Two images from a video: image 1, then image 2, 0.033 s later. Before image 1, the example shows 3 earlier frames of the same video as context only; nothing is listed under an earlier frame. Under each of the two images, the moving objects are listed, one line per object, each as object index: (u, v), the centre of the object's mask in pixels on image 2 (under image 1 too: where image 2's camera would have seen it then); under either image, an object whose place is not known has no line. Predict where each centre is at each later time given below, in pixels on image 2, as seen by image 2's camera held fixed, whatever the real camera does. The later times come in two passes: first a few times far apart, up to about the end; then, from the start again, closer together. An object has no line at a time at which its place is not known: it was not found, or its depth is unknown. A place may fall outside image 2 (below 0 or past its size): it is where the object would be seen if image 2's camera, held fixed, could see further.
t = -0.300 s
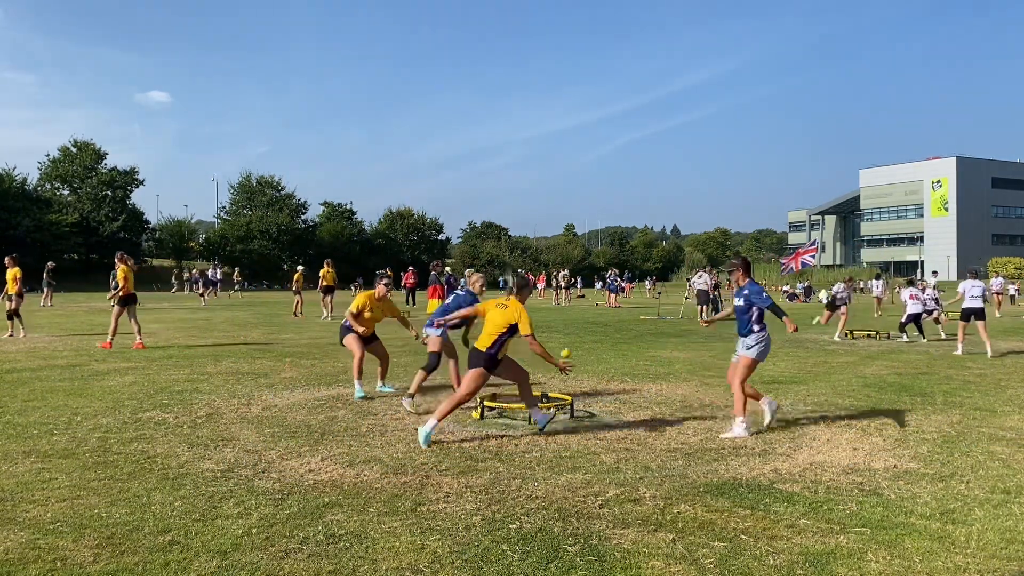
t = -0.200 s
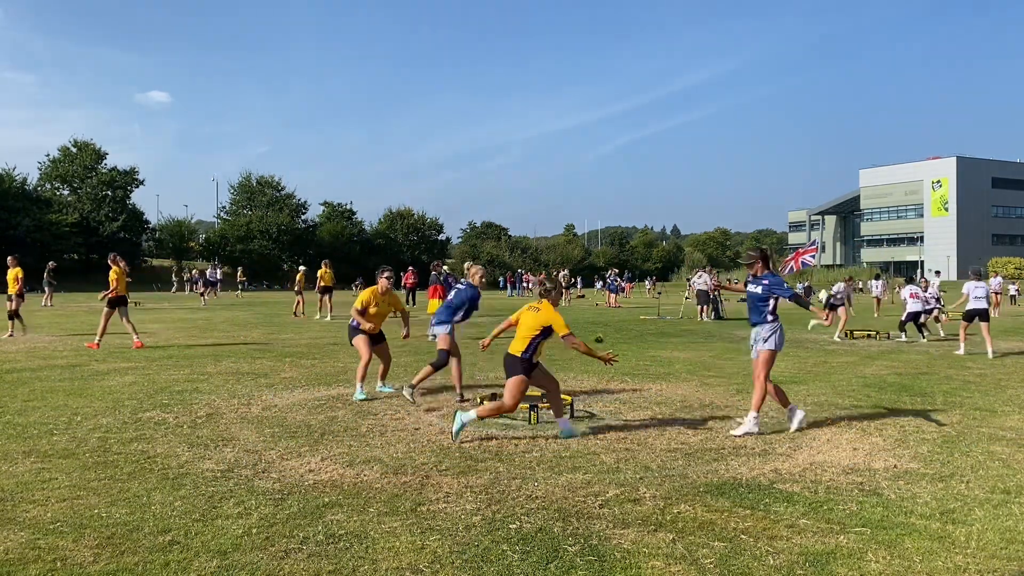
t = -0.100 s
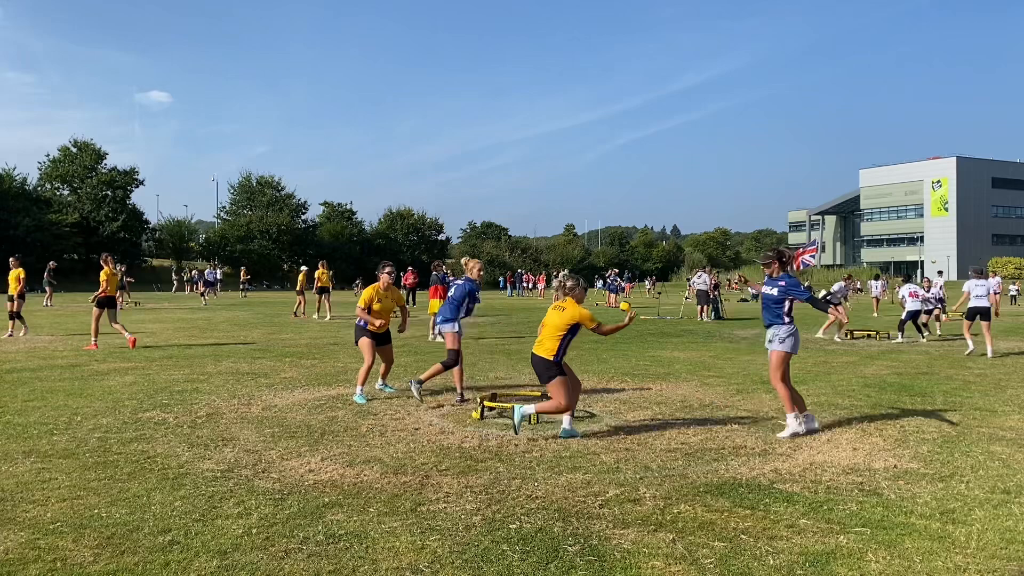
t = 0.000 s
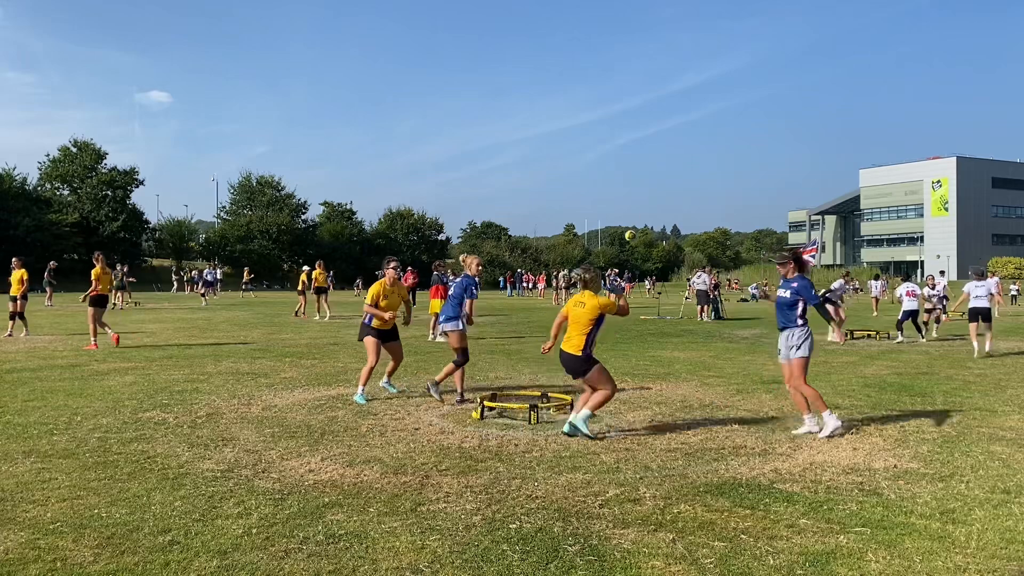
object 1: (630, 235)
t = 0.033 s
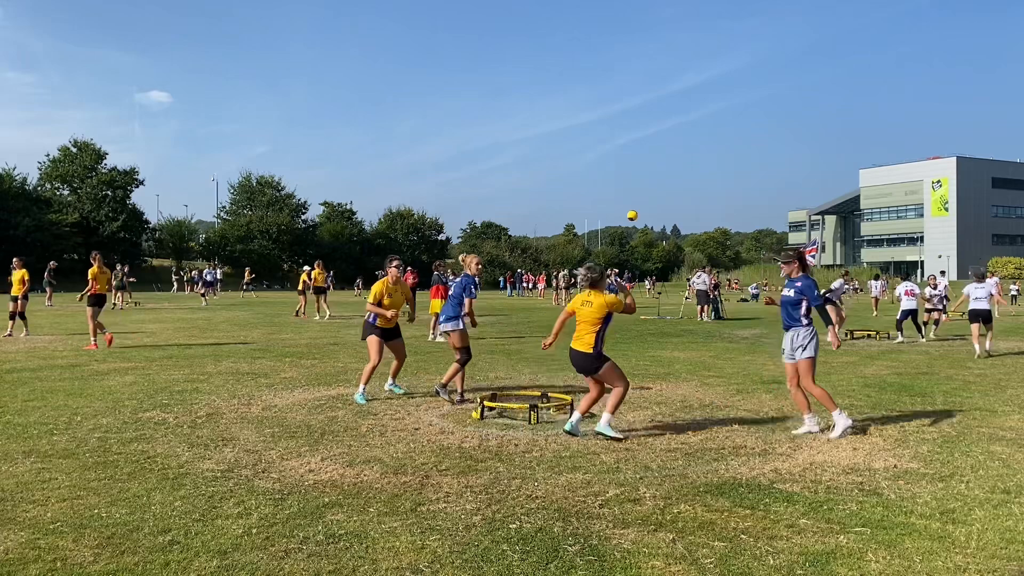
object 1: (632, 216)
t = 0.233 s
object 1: (643, 128)
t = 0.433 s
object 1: (653, 91)
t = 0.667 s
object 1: (663, 100)
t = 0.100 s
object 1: (635, 181)
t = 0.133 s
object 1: (637, 165)
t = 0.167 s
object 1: (639, 152)
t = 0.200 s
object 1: (641, 139)
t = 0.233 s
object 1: (643, 128)
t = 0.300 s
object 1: (646, 110)
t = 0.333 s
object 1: (648, 103)
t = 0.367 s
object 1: (649, 98)
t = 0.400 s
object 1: (651, 94)
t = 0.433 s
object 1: (653, 91)
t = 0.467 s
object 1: (654, 89)
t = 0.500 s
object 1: (656, 88)
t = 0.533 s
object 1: (657, 88)
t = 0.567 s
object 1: (659, 89)
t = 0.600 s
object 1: (660, 92)
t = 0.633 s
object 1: (662, 95)
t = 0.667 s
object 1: (663, 100)
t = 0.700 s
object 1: (664, 105)
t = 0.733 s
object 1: (666, 112)
